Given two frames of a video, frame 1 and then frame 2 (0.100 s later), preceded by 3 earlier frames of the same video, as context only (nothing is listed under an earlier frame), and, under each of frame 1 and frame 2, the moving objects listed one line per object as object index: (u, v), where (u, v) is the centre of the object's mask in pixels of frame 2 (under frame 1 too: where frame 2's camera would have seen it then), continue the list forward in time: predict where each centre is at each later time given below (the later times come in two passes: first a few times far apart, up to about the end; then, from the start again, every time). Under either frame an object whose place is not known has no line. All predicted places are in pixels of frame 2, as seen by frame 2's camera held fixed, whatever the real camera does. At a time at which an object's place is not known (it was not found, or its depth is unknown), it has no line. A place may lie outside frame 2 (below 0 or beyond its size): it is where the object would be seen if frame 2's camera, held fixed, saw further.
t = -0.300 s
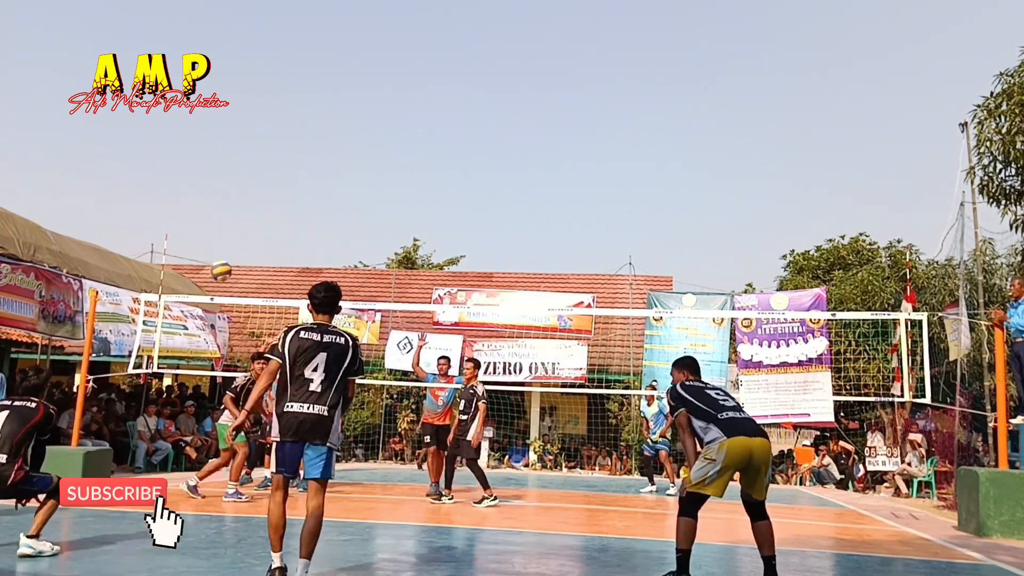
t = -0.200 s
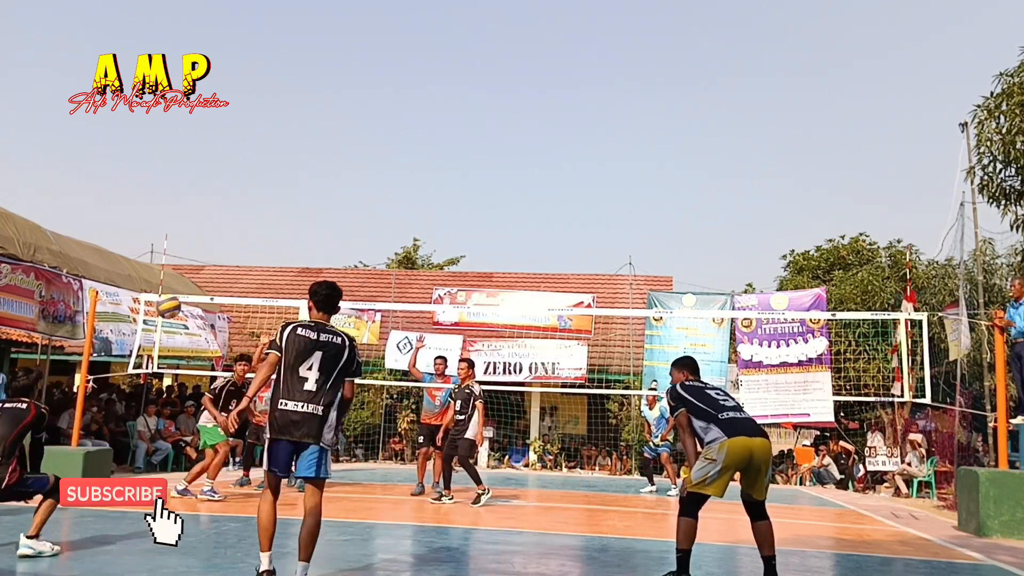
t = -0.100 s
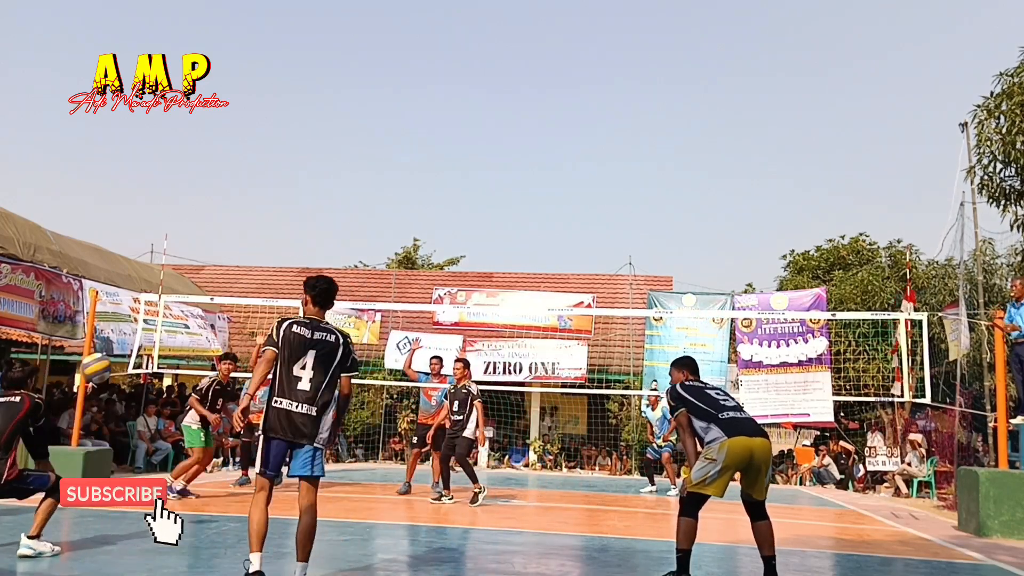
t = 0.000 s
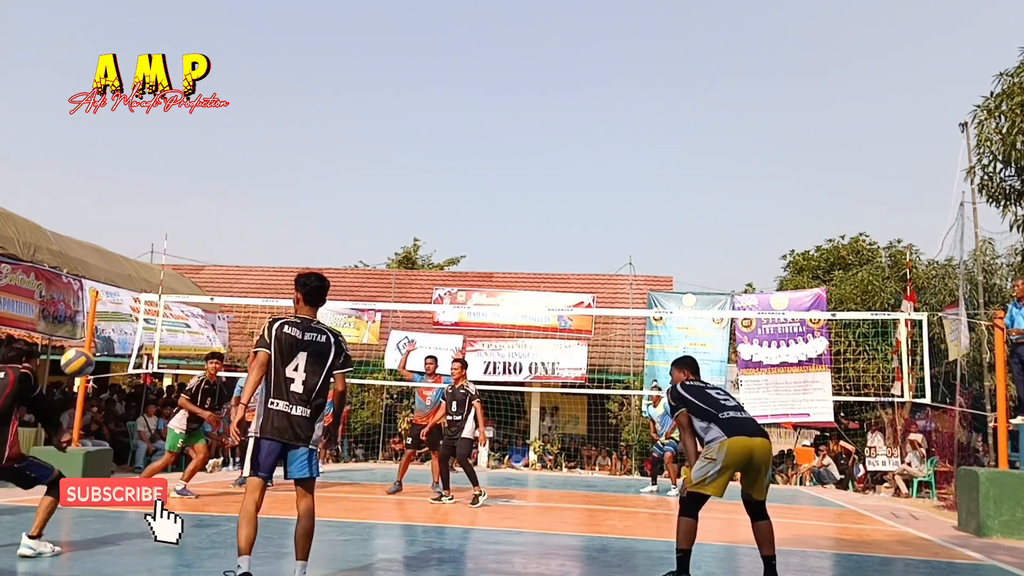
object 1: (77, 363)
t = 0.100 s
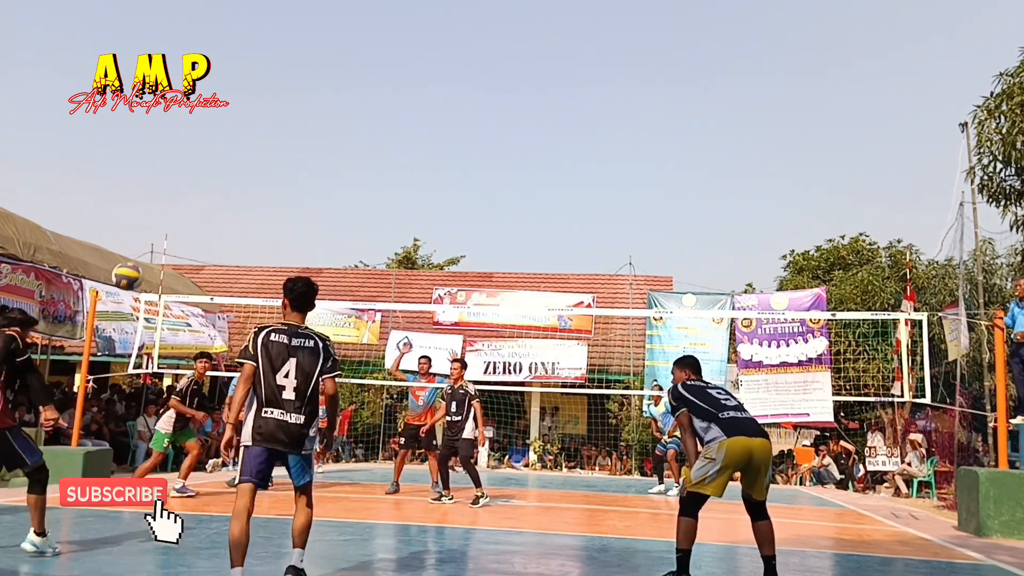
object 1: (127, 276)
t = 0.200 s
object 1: (170, 212)
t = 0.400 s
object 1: (240, 135)
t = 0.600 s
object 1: (295, 113)
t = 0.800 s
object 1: (341, 136)
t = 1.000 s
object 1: (379, 194)
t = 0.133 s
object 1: (143, 252)
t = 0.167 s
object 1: (157, 231)
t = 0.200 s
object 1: (170, 212)
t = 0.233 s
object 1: (183, 194)
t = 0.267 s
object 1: (195, 179)
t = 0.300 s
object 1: (207, 165)
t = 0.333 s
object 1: (218, 153)
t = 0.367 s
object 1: (229, 143)
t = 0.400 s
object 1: (240, 135)
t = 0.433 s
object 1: (250, 127)
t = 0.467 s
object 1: (260, 122)
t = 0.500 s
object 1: (269, 118)
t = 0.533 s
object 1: (278, 115)
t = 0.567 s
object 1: (286, 114)
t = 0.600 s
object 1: (295, 113)
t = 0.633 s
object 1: (304, 114)
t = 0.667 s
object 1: (311, 116)
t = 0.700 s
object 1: (319, 119)
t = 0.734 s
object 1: (327, 124)
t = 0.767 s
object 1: (334, 129)
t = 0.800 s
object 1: (341, 136)
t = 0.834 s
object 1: (348, 143)
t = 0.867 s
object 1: (355, 152)
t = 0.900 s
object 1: (361, 161)
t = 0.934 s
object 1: (367, 171)
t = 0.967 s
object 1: (373, 182)
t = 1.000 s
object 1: (379, 194)
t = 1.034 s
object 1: (385, 207)
